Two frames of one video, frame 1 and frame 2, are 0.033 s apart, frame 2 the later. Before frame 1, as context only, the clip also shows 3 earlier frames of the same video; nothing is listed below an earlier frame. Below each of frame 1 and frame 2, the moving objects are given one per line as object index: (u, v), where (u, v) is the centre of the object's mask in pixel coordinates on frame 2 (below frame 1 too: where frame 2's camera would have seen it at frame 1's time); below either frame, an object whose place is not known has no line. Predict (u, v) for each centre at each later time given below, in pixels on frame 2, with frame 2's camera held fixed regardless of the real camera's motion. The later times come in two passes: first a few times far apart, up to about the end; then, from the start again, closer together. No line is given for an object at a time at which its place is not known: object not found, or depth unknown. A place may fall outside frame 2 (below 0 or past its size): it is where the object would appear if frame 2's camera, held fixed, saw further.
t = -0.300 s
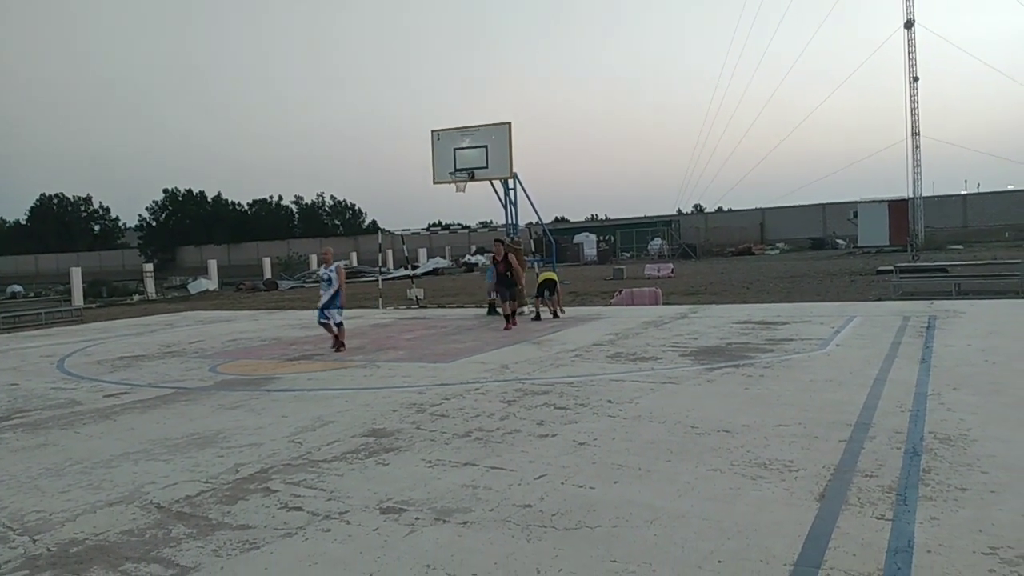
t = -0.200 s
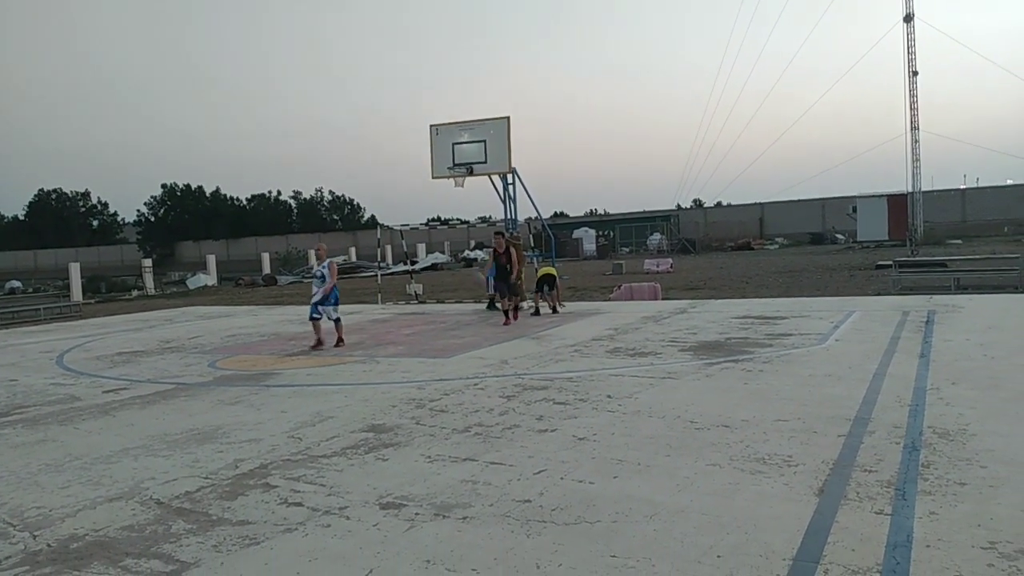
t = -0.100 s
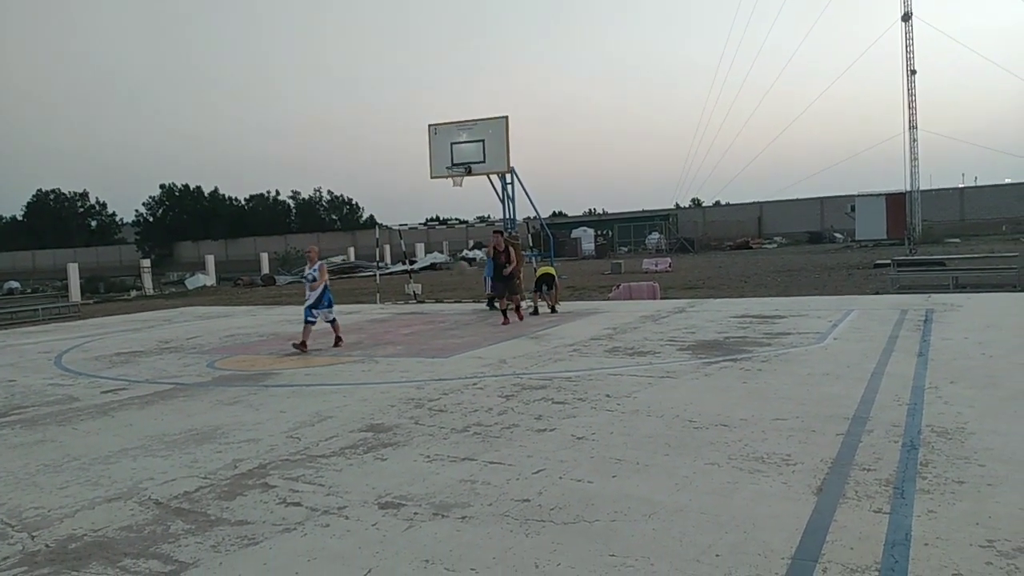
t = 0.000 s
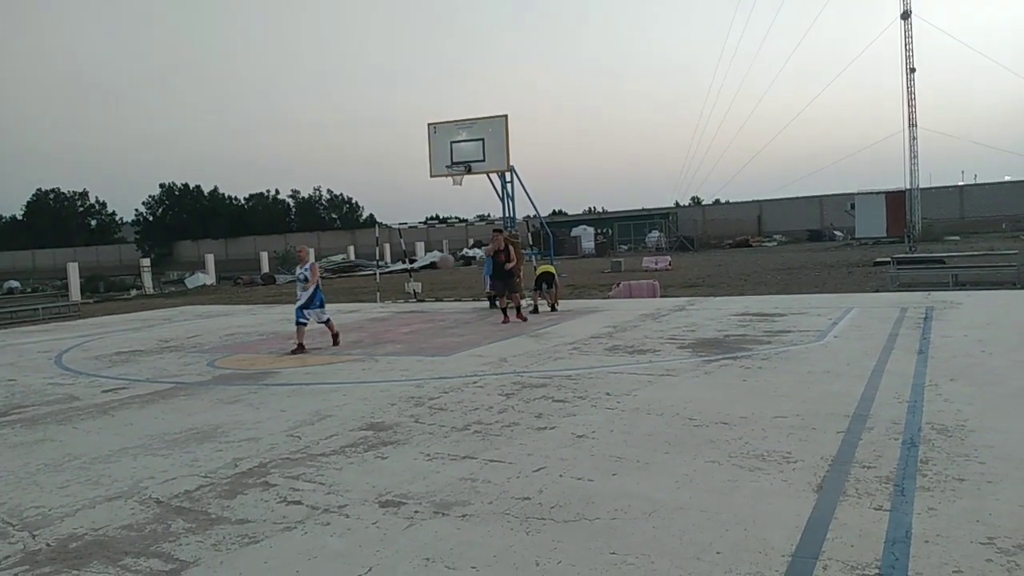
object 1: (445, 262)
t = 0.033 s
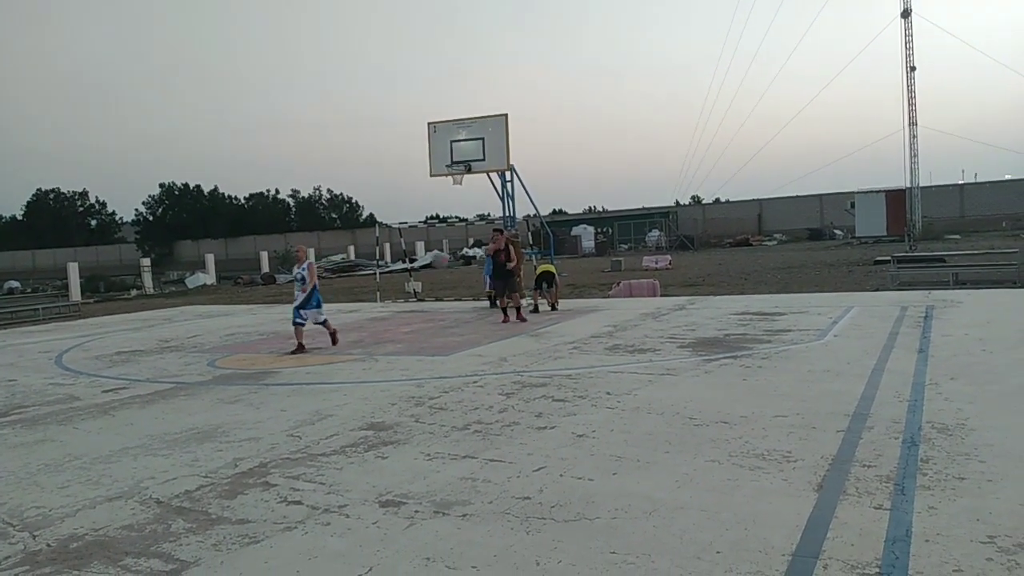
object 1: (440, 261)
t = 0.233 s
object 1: (399, 275)
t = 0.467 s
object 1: (318, 366)
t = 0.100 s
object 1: (426, 262)
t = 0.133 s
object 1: (419, 264)
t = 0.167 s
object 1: (413, 267)
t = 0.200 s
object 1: (404, 272)
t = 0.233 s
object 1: (399, 275)
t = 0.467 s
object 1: (318, 366)
